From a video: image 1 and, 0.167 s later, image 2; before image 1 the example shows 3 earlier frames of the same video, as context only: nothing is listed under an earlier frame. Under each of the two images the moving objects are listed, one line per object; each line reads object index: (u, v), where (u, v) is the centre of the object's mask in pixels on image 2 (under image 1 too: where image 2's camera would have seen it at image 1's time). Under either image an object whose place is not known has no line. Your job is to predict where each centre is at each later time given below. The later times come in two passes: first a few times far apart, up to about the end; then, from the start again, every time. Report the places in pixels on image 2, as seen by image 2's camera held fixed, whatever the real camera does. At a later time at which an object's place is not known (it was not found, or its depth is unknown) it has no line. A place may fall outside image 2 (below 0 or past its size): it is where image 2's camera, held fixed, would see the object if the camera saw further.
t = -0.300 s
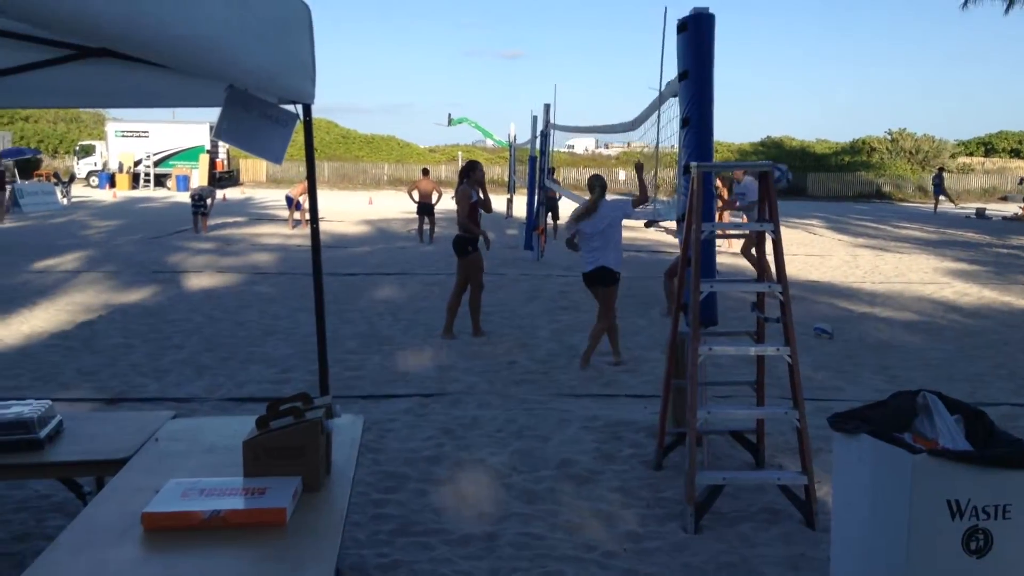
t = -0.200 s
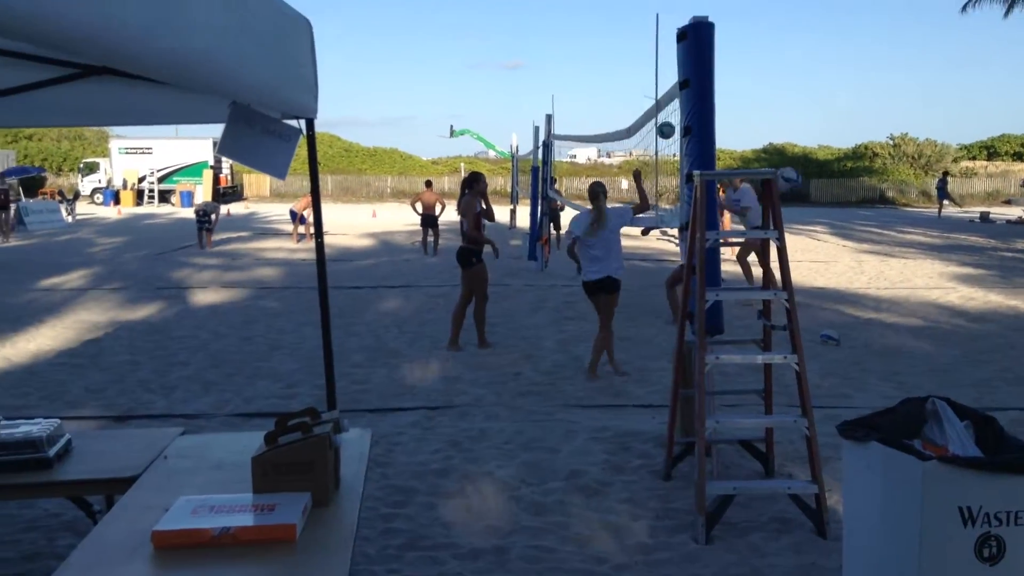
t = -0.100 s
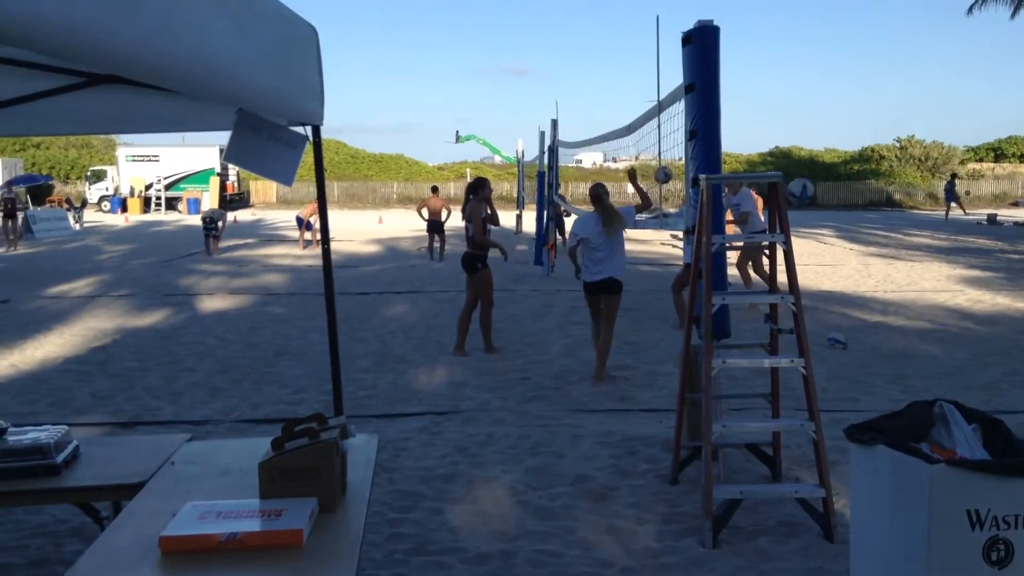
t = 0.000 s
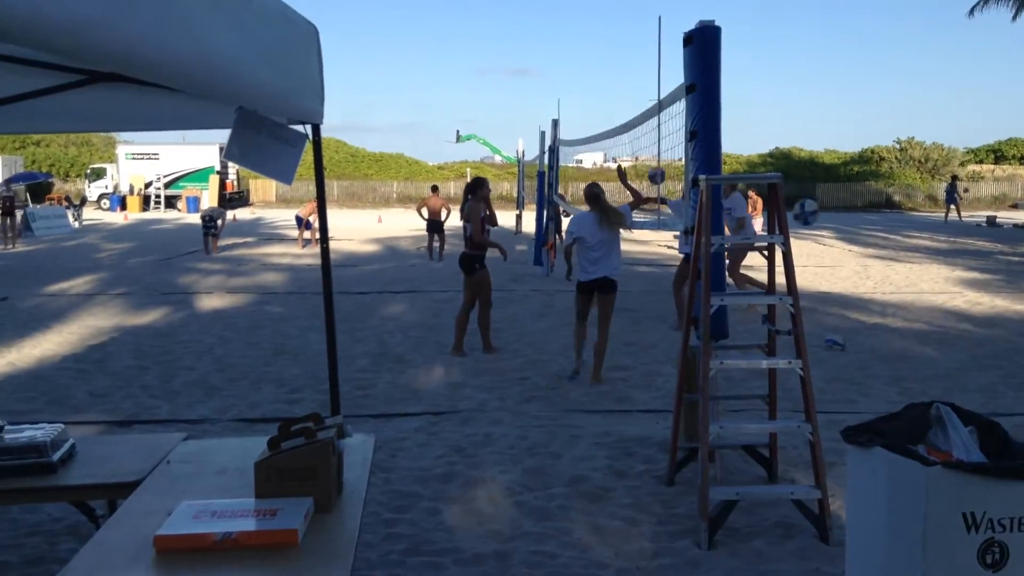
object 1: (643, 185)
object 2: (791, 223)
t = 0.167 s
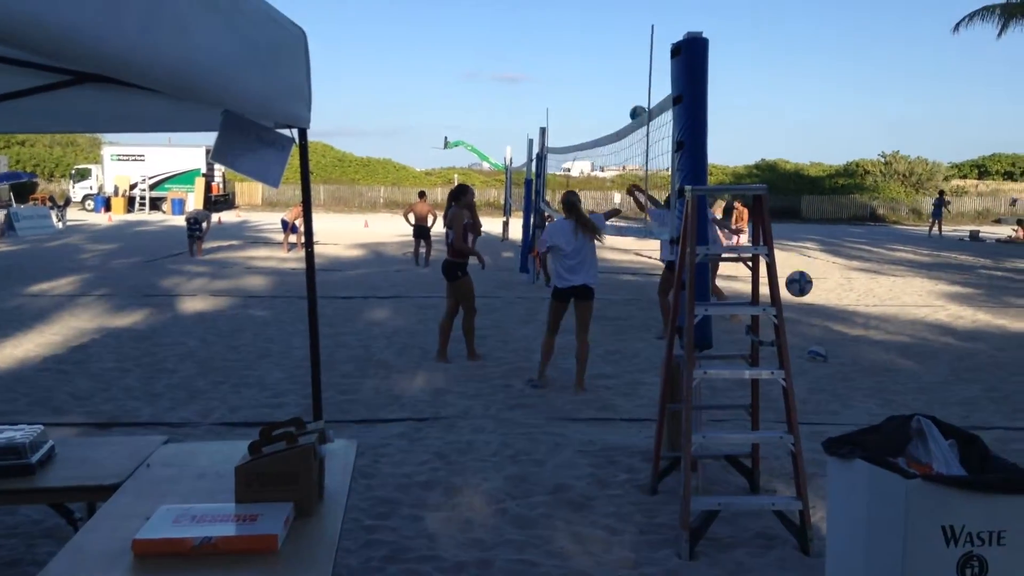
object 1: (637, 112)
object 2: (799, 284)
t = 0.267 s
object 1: (634, 85)
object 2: (803, 335)
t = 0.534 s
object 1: (626, 44)
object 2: (816, 348)
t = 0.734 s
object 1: (618, 51)
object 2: (820, 332)
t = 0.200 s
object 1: (636, 103)
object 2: (800, 300)
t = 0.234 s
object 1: (635, 93)
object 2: (802, 317)
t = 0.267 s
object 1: (634, 85)
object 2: (803, 335)
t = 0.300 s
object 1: (633, 77)
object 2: (806, 353)
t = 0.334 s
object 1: (632, 68)
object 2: (806, 375)
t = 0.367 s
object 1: (631, 62)
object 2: (807, 394)
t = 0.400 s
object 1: (630, 57)
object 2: (808, 382)
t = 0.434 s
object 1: (628, 51)
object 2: (811, 372)
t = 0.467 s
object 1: (627, 49)
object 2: (813, 360)
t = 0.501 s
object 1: (626, 46)
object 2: (814, 353)
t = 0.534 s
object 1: (626, 44)
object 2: (816, 348)
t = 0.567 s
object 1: (624, 44)
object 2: (816, 346)
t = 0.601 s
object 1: (624, 43)
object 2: (816, 337)
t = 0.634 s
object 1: (623, 44)
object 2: (818, 333)
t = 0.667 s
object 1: (621, 46)
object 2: (819, 332)
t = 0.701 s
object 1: (620, 49)
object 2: (820, 331)
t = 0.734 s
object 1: (618, 51)
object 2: (820, 332)
